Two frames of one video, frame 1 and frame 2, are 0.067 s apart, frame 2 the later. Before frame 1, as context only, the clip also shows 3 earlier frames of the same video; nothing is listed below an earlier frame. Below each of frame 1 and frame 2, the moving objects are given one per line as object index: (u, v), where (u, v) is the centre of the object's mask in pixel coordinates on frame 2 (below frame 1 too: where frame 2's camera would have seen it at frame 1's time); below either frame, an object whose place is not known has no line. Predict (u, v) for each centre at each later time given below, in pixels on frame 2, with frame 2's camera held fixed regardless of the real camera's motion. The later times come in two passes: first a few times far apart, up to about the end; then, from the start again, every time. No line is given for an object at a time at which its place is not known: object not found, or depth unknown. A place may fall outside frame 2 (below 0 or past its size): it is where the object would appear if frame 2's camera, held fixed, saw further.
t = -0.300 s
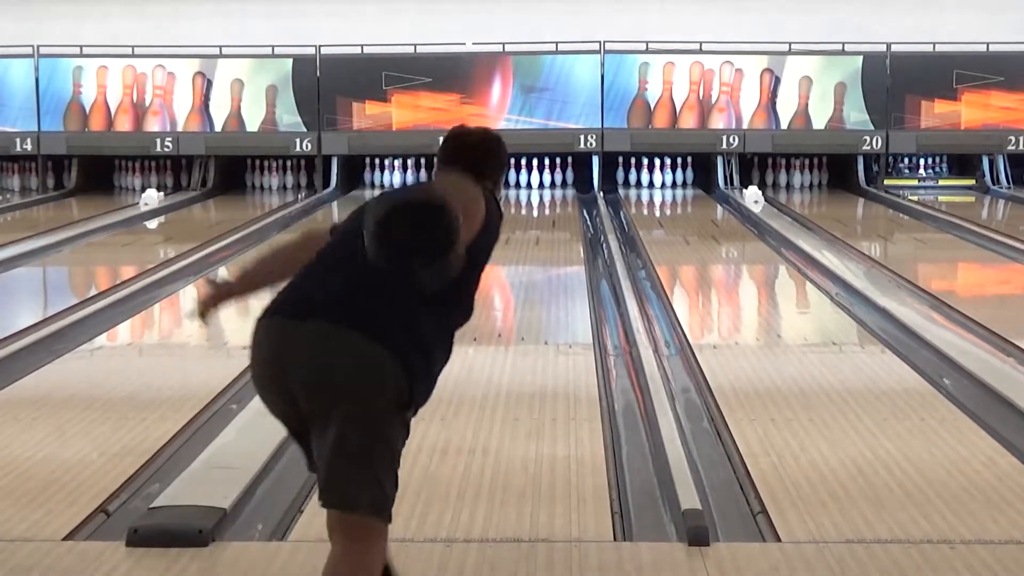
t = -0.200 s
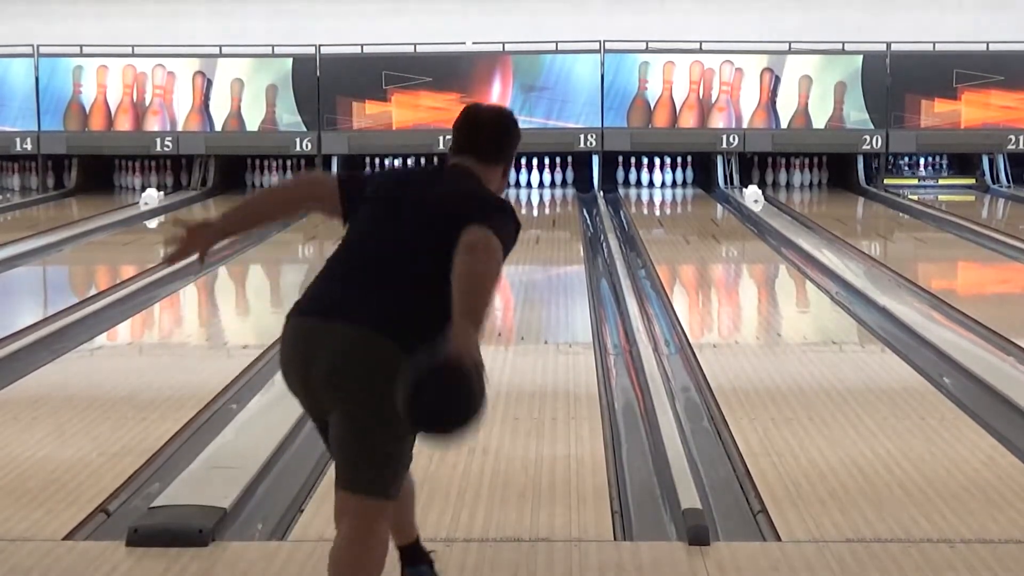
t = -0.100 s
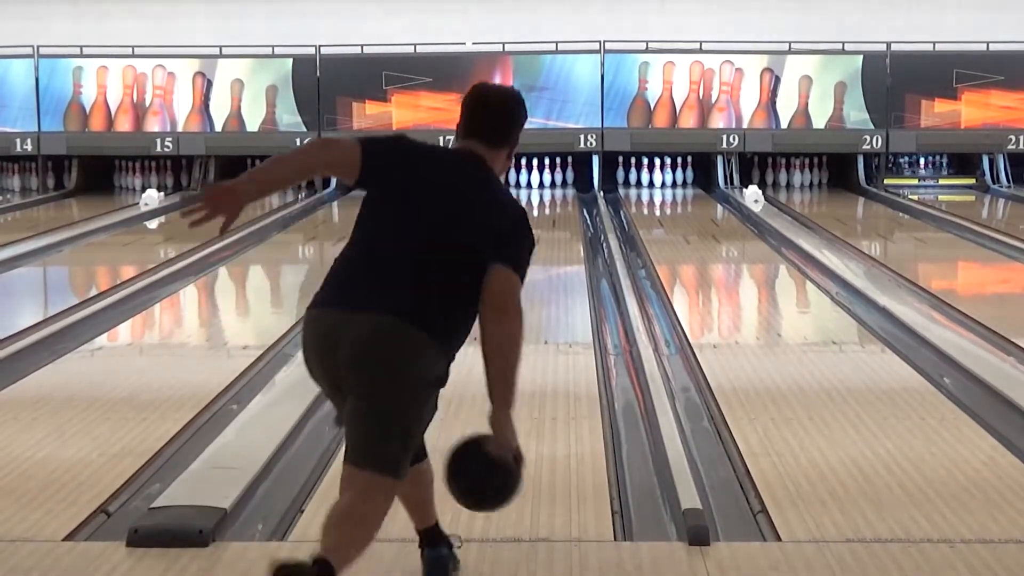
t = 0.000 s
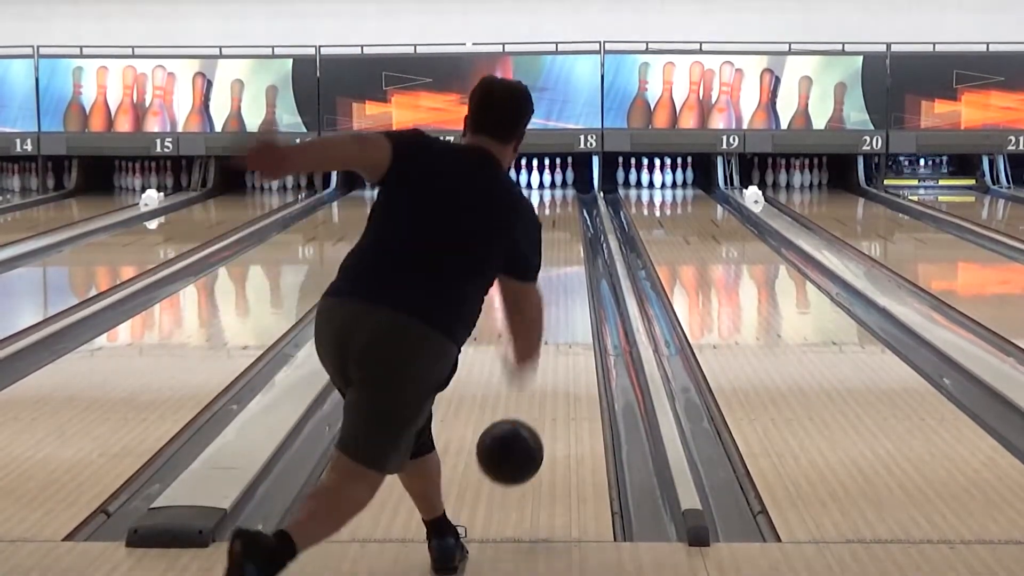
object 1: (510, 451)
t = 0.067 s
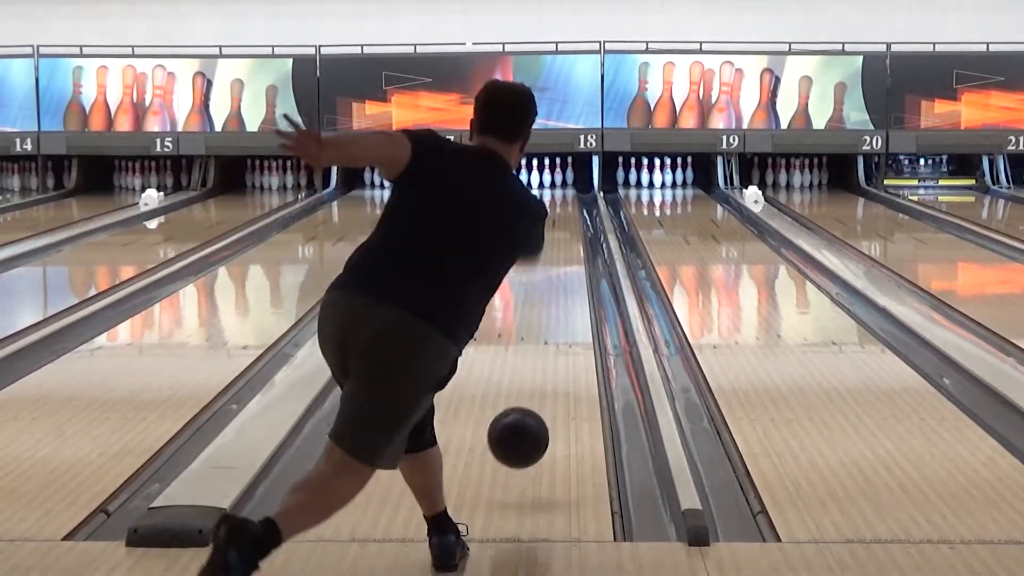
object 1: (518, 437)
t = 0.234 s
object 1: (534, 405)
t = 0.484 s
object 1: (549, 337)
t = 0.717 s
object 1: (557, 295)
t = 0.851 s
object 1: (560, 276)
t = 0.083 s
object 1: (520, 436)
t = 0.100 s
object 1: (522, 435)
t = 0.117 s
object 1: (524, 436)
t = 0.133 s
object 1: (526, 437)
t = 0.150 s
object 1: (527, 437)
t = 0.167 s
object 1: (529, 430)
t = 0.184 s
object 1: (530, 423)
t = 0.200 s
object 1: (532, 417)
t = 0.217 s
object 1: (533, 411)
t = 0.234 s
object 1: (534, 405)
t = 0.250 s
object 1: (535, 400)
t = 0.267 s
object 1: (537, 394)
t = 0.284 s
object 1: (538, 389)
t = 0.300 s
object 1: (539, 383)
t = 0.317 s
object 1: (540, 379)
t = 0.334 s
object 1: (541, 374)
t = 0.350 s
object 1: (542, 369)
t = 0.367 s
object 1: (543, 364)
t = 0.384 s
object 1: (544, 360)
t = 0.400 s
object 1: (545, 356)
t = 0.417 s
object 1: (545, 352)
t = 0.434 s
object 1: (546, 348)
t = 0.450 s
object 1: (547, 344)
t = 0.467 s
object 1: (548, 340)
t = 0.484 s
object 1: (549, 337)
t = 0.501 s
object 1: (550, 333)
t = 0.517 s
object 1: (550, 330)
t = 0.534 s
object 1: (551, 326)
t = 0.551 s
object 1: (552, 323)
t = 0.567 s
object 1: (552, 320)
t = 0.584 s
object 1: (553, 317)
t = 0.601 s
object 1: (553, 314)
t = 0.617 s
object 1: (554, 311)
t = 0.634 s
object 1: (555, 308)
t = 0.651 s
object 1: (555, 306)
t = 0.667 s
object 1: (556, 303)
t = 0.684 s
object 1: (556, 300)
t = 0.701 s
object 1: (557, 298)
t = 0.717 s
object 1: (557, 295)
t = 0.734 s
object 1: (558, 293)
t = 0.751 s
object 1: (558, 290)
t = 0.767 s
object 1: (559, 288)
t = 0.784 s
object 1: (559, 286)
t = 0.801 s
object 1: (559, 283)
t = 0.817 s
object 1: (560, 281)
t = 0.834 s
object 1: (560, 279)
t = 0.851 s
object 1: (560, 276)
